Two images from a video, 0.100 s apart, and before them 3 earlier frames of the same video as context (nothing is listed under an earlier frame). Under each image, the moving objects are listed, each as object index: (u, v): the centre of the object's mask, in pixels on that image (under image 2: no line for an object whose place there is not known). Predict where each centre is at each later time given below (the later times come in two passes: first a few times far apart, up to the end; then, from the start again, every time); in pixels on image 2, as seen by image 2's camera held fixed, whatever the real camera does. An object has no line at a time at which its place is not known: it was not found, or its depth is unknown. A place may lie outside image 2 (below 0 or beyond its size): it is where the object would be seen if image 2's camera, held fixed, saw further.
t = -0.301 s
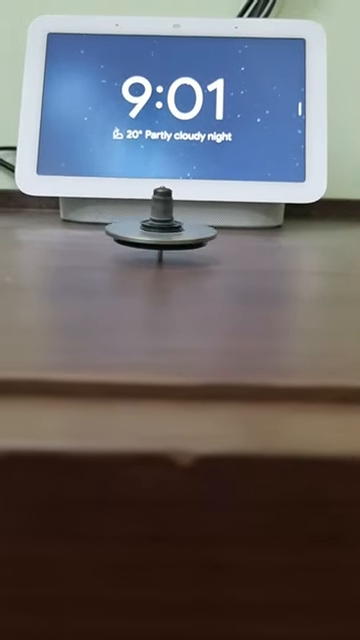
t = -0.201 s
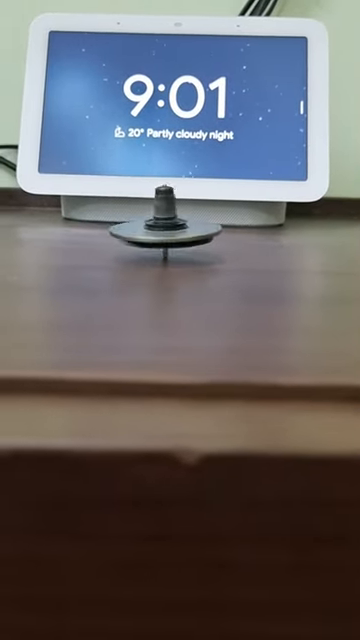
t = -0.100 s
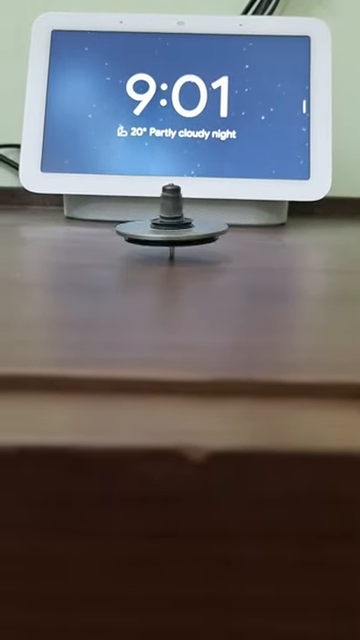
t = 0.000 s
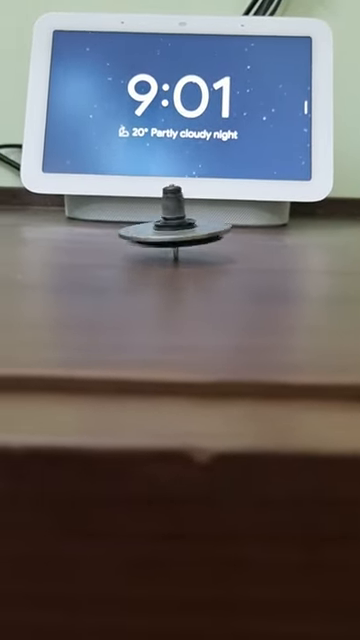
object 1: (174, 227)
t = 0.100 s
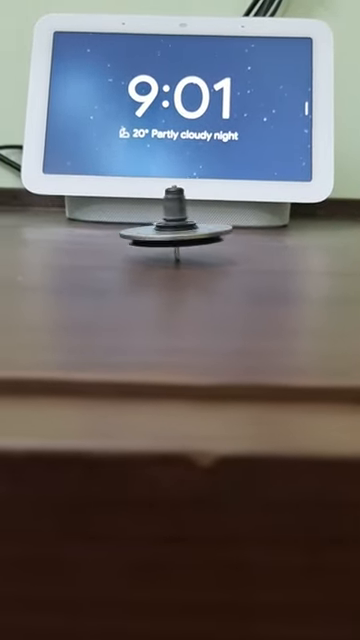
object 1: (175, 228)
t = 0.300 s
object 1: (173, 227)
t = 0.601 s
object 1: (165, 227)
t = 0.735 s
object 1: (163, 227)
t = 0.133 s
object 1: (175, 228)
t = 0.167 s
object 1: (175, 228)
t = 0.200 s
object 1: (175, 227)
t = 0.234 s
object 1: (174, 227)
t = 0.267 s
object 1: (174, 228)
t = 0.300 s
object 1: (173, 227)
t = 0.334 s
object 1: (173, 227)
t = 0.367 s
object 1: (172, 227)
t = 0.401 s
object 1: (171, 227)
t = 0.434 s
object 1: (169, 227)
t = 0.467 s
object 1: (168, 227)
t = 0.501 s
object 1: (167, 227)
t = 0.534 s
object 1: (165, 227)
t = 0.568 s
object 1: (165, 227)
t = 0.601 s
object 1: (165, 227)
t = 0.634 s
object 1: (165, 227)
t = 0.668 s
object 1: (165, 227)
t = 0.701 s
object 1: (163, 227)
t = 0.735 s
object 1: (163, 227)
